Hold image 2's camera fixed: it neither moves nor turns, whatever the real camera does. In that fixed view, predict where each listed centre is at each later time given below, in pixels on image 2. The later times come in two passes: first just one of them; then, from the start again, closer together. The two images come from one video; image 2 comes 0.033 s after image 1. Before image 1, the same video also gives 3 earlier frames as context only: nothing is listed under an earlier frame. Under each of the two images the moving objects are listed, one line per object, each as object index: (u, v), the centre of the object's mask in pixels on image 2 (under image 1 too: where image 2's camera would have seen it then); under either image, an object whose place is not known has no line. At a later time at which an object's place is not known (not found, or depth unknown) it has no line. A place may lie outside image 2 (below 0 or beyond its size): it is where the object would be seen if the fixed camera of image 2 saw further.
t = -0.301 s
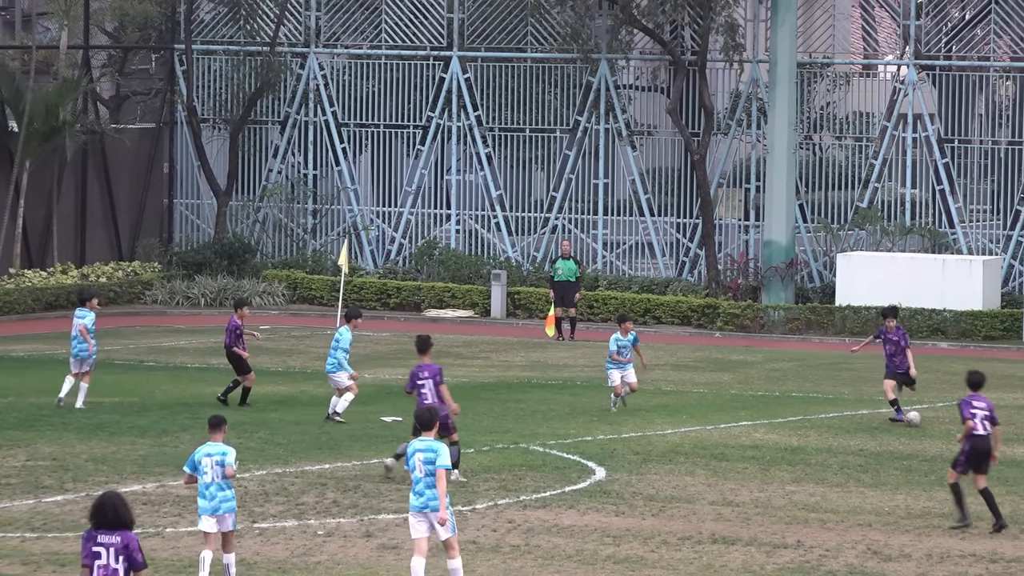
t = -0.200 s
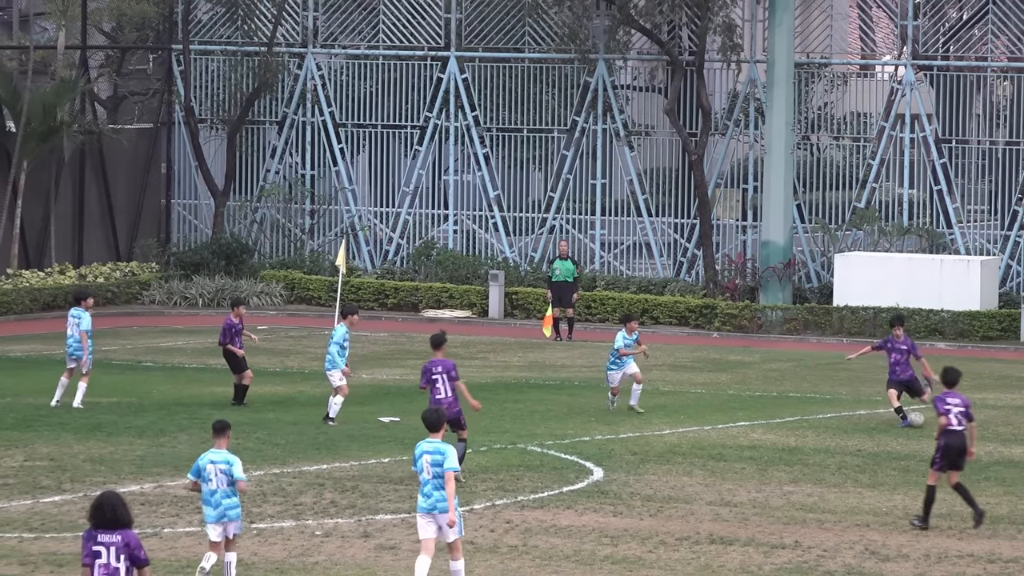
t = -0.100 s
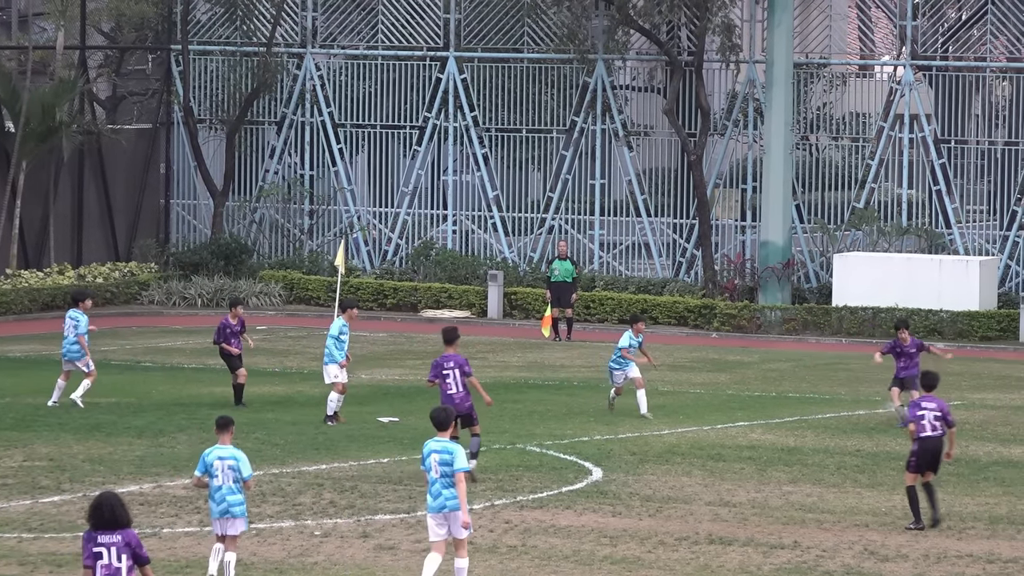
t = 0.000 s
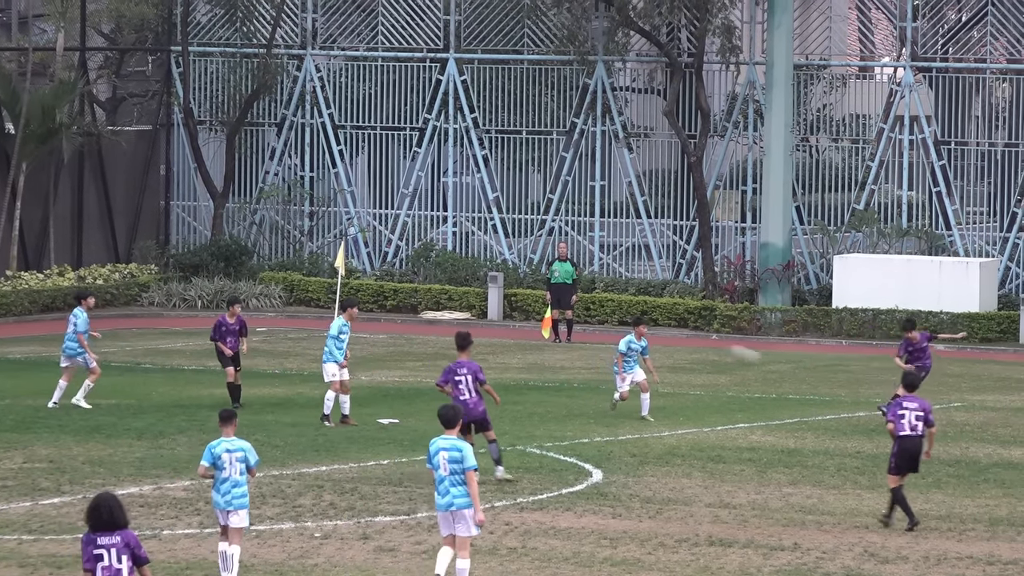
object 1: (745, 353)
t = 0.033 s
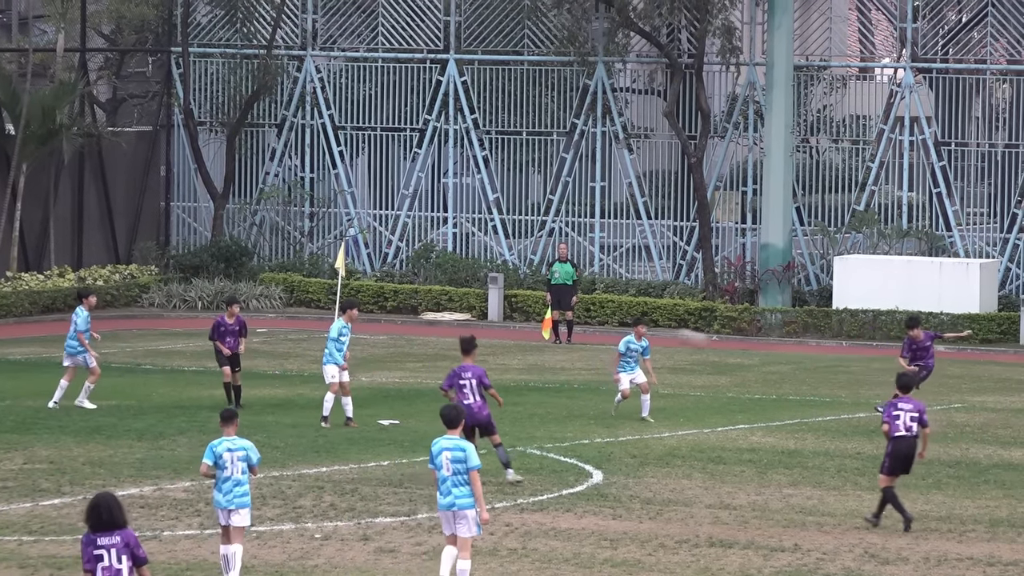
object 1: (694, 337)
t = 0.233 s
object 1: (384, 252)
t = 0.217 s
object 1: (413, 258)
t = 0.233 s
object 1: (384, 252)
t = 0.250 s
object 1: (360, 247)
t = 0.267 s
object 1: (337, 239)
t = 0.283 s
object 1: (312, 236)
